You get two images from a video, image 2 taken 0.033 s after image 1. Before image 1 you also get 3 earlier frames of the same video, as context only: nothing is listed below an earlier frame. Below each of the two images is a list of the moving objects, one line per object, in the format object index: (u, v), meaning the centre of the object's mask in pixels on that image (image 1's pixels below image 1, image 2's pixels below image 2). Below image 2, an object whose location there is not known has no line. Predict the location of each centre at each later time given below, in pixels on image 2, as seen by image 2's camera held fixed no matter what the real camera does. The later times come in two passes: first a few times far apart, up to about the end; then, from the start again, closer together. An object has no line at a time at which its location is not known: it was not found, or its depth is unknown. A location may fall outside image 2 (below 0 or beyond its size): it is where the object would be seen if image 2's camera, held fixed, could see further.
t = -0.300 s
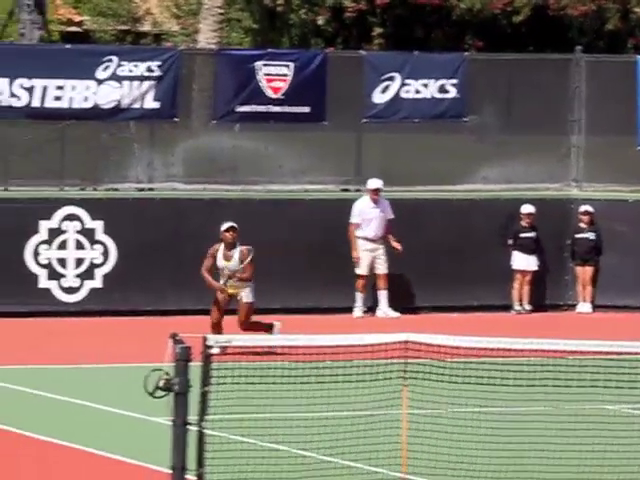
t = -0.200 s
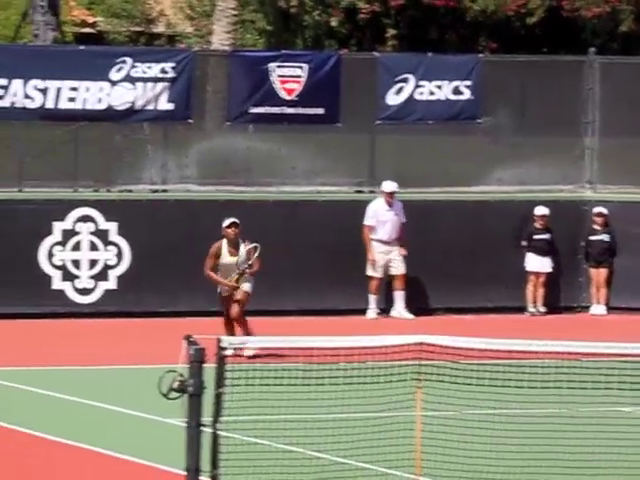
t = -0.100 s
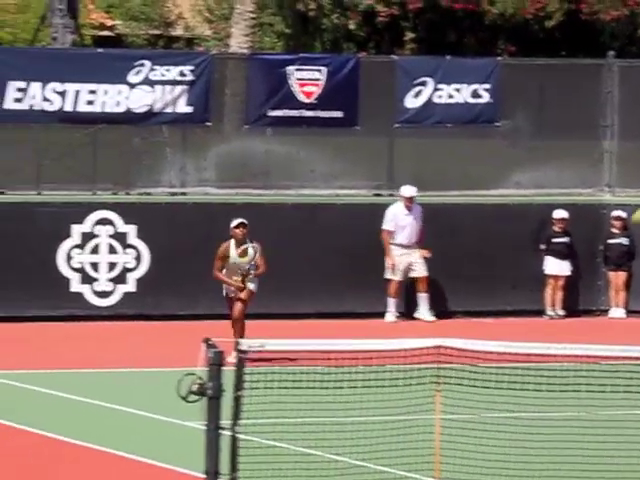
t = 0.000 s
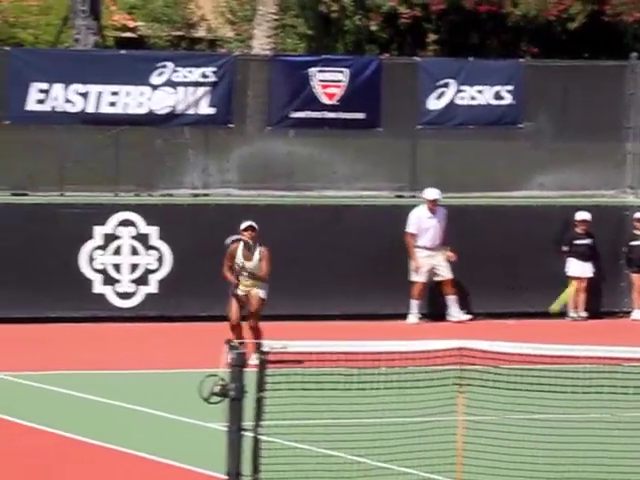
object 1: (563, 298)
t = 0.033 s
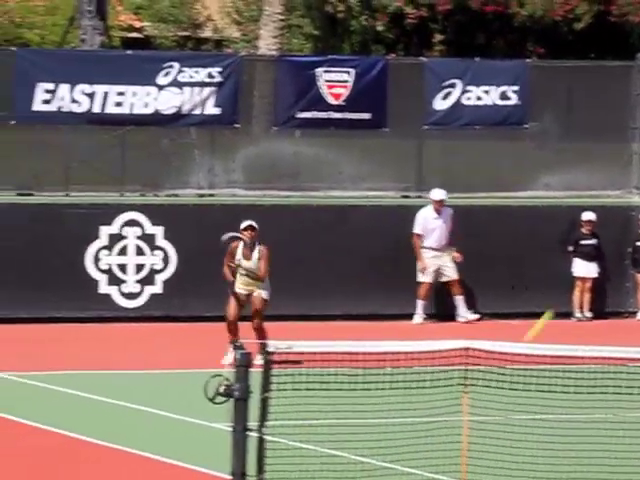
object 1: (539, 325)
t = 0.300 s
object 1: (361, 327)
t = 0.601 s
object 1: (242, 174)
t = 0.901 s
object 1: (137, 152)
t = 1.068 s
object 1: (84, 187)
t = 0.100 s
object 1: (476, 385)
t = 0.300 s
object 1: (361, 327)
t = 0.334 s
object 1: (348, 304)
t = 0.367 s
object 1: (334, 282)
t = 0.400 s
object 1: (320, 262)
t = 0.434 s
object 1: (307, 243)
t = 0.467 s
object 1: (294, 226)
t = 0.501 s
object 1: (281, 211)
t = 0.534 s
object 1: (268, 196)
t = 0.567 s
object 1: (254, 184)
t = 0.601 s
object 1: (242, 174)
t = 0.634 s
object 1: (229, 166)
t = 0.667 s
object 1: (218, 159)
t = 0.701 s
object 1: (205, 153)
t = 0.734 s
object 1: (194, 150)
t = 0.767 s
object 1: (182, 147)
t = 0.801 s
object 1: (170, 146)
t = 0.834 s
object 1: (159, 147)
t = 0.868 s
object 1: (148, 149)
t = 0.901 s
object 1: (137, 152)
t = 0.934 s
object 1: (126, 156)
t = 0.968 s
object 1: (115, 162)
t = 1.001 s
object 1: (105, 169)
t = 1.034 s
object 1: (94, 178)
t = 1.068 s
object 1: (84, 187)
